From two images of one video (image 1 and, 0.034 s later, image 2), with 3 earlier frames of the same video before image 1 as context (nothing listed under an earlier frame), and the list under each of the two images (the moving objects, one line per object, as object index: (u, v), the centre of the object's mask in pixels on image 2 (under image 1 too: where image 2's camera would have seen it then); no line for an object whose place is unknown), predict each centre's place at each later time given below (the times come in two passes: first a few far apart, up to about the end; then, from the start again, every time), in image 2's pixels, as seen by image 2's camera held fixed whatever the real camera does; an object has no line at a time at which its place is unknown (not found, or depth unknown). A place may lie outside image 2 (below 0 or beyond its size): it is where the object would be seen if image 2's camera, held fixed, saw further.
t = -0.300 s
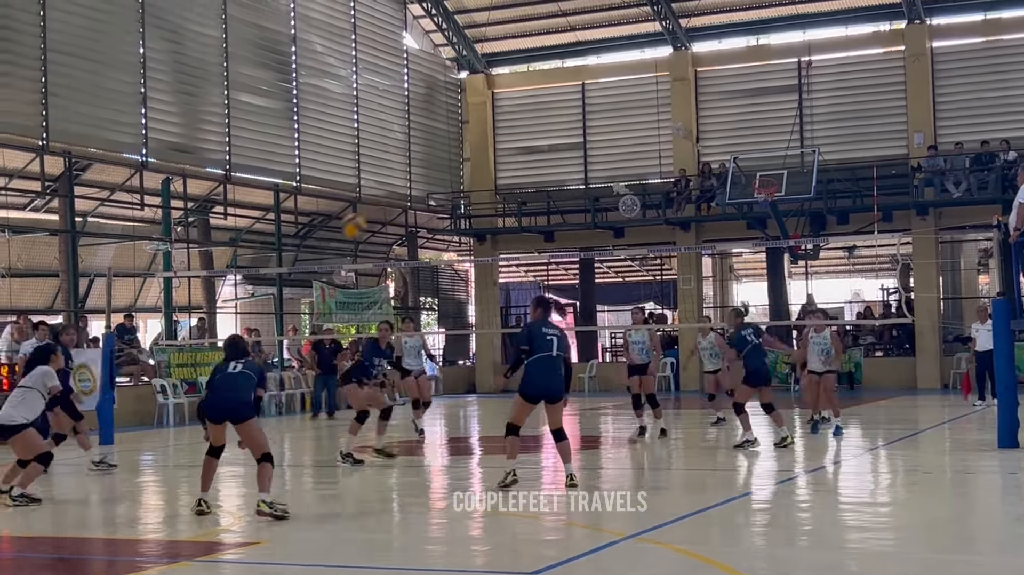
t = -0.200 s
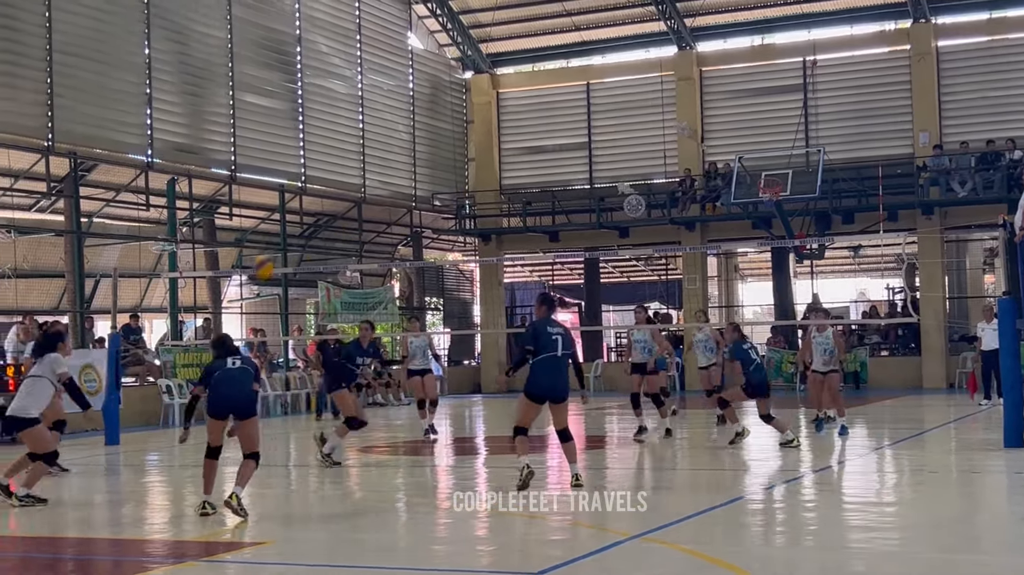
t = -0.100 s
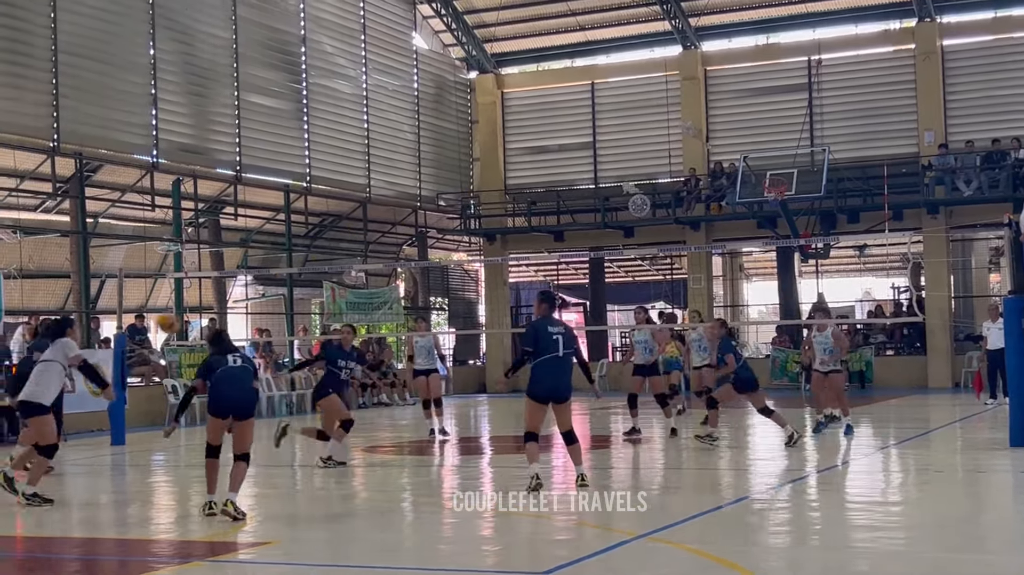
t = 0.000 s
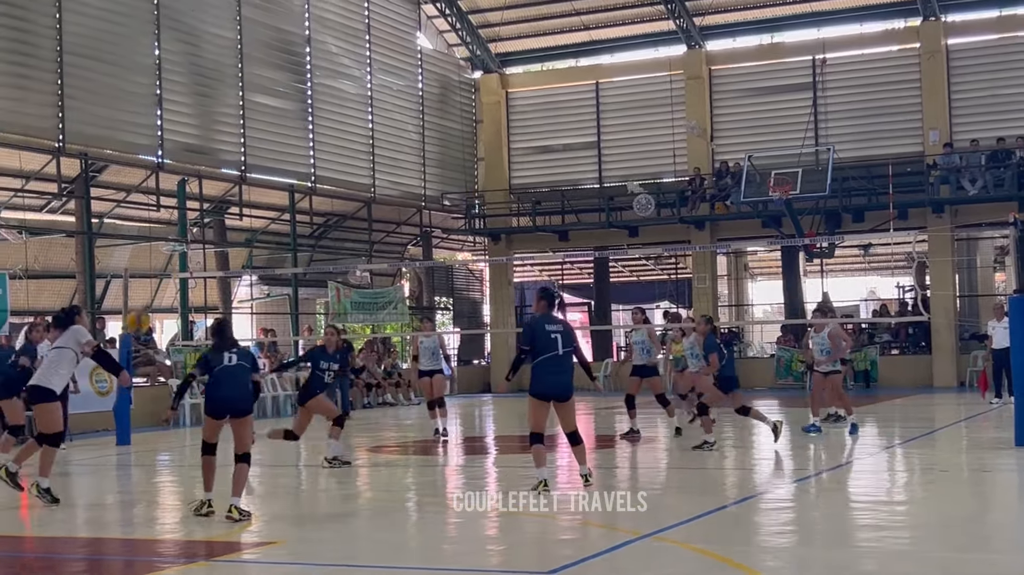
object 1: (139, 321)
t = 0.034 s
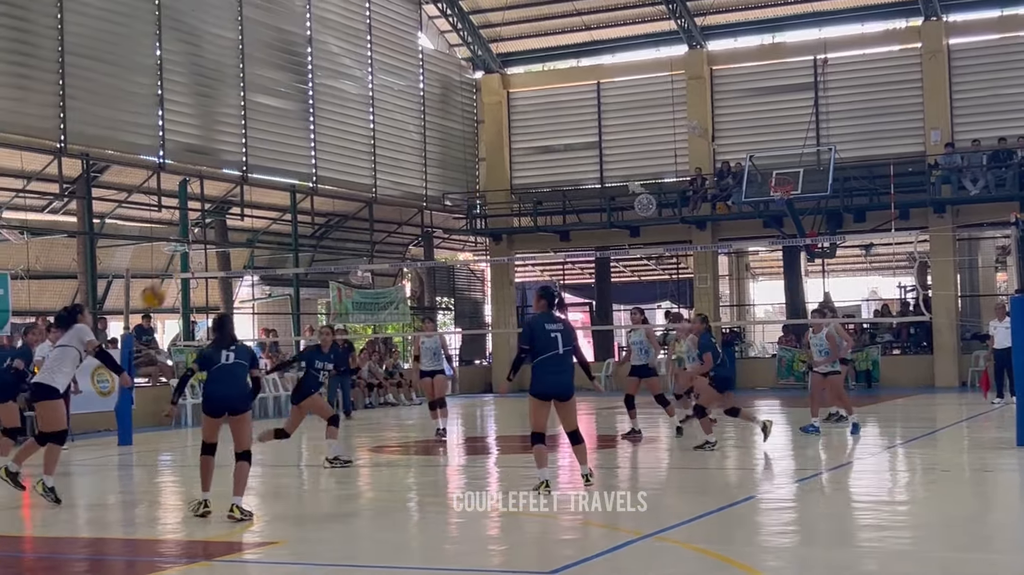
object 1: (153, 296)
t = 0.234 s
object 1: (233, 175)
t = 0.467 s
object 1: (313, 101)
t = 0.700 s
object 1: (386, 87)
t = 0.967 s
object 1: (460, 133)
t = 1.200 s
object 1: (519, 217)
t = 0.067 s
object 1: (168, 272)
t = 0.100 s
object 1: (181, 250)
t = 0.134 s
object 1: (195, 229)
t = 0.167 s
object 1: (207, 210)
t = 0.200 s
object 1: (219, 192)
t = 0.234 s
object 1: (233, 175)
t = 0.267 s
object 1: (245, 161)
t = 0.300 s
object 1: (256, 146)
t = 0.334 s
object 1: (269, 136)
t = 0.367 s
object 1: (281, 126)
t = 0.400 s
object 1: (293, 116)
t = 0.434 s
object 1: (303, 107)
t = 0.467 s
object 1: (313, 101)
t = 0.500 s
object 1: (323, 96)
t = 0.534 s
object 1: (335, 92)
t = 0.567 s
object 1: (346, 88)
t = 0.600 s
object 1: (355, 85)
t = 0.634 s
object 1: (365, 85)
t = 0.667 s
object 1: (376, 86)
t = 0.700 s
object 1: (386, 87)
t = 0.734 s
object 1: (396, 89)
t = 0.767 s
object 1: (405, 92)
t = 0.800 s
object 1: (415, 97)
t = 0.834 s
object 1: (424, 103)
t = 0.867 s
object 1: (433, 109)
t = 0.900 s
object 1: (443, 114)
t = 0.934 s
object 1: (450, 123)
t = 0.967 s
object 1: (460, 133)
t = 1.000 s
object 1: (470, 144)
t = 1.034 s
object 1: (478, 153)
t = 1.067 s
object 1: (486, 163)
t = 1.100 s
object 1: (494, 177)
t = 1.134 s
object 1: (503, 190)
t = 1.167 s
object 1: (512, 203)
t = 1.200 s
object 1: (519, 217)
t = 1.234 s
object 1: (527, 230)
